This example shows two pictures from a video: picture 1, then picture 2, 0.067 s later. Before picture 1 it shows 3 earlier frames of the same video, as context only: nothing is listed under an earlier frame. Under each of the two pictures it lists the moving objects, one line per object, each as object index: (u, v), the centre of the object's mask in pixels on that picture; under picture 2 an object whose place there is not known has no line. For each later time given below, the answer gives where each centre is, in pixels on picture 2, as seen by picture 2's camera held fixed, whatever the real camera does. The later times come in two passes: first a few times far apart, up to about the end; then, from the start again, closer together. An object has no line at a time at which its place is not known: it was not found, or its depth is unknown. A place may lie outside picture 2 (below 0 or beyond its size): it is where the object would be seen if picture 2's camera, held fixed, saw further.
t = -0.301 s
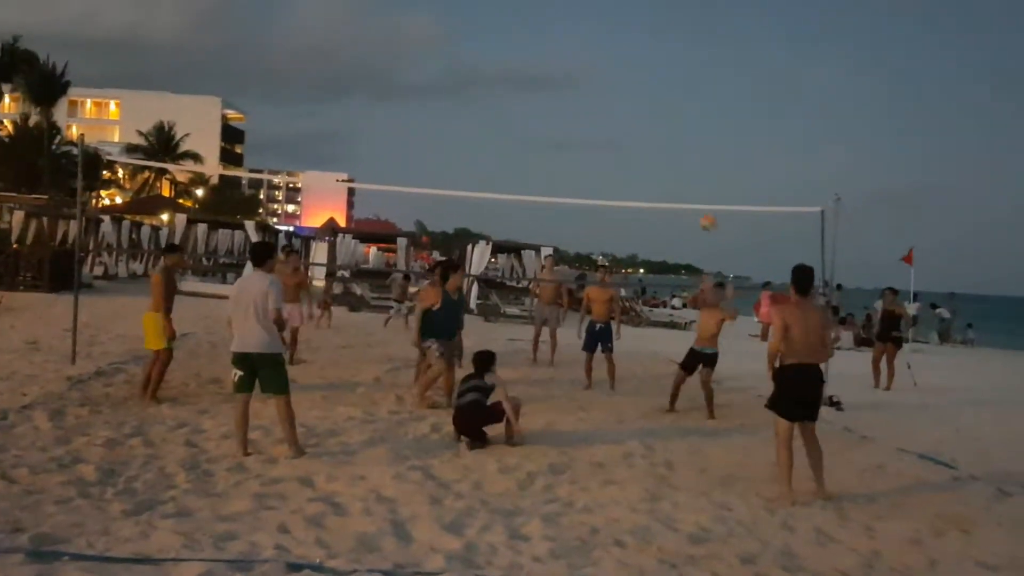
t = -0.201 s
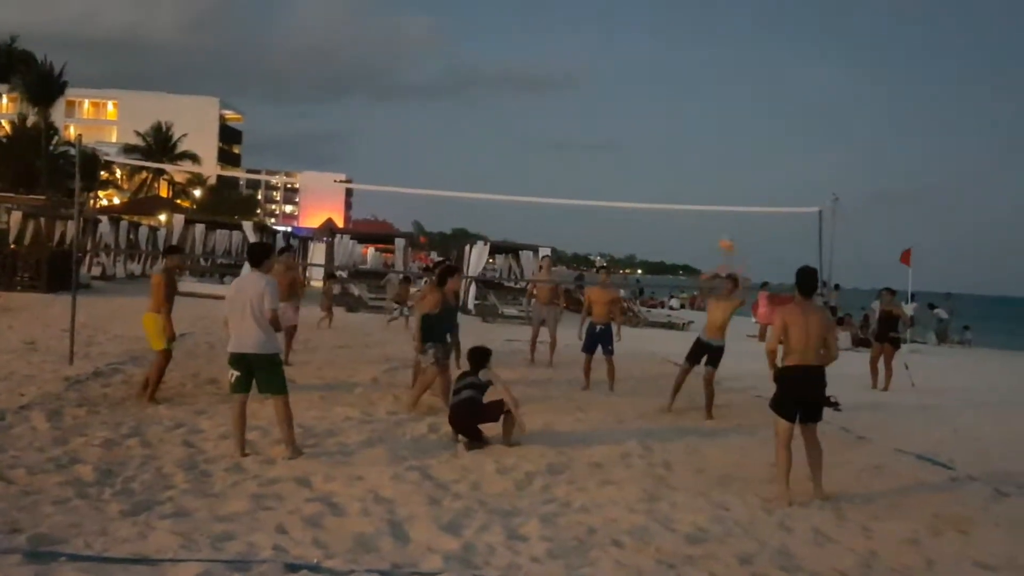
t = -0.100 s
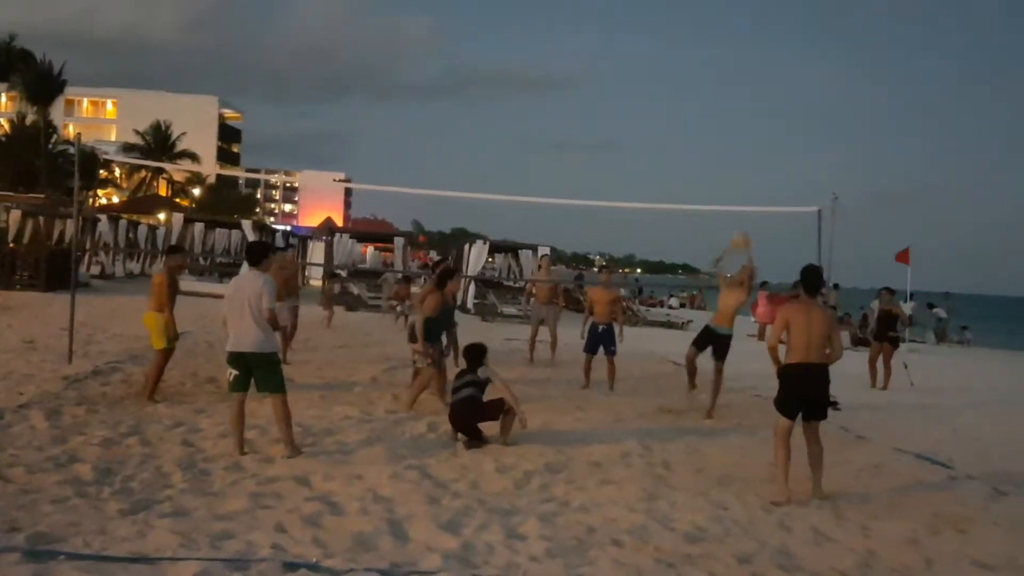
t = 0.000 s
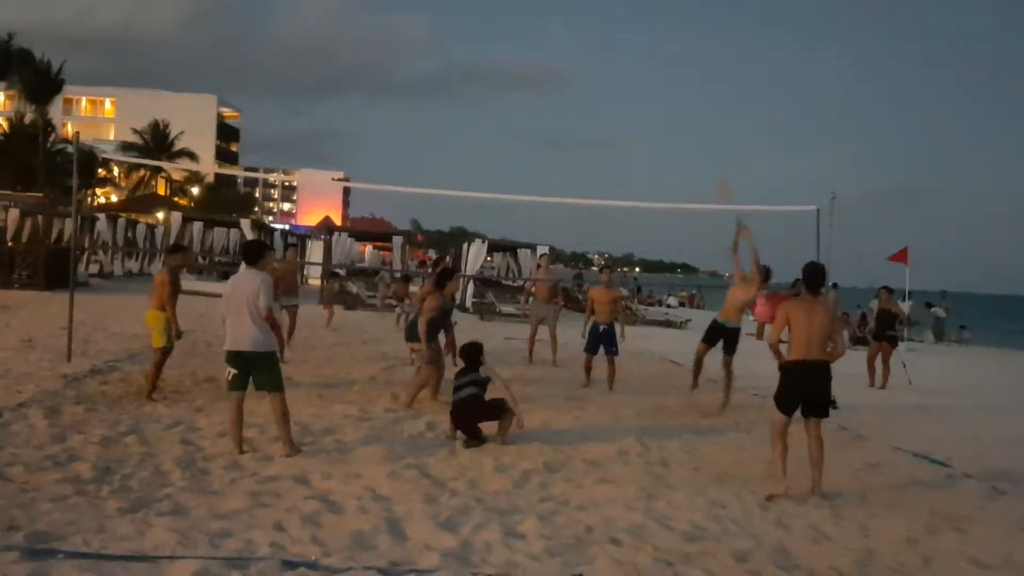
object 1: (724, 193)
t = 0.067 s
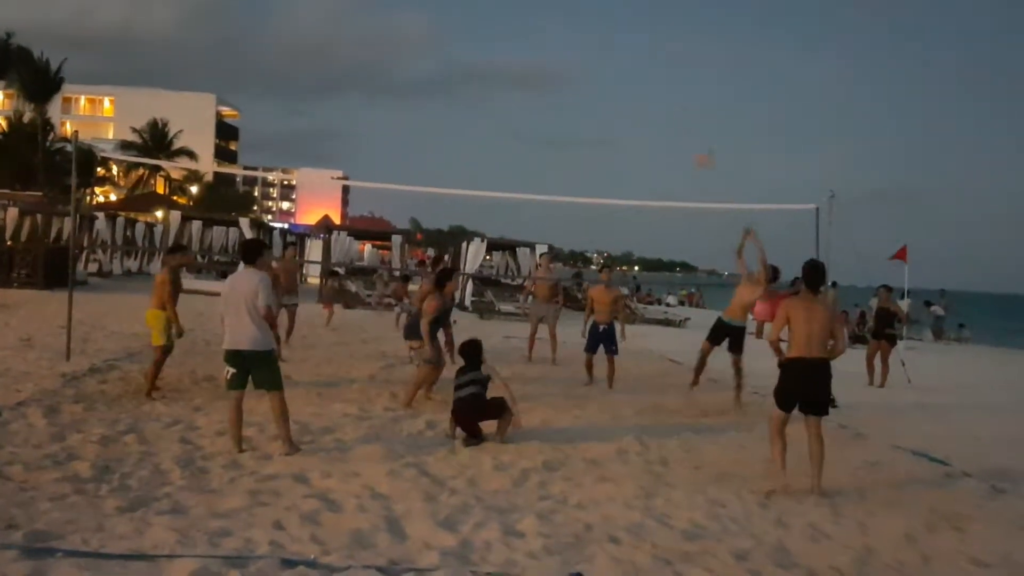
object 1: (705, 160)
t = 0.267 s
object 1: (658, 89)
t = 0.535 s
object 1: (592, 52)
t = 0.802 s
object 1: (524, 79)
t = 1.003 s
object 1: (472, 138)
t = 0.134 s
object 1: (690, 130)
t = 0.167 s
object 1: (683, 119)
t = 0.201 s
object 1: (675, 107)
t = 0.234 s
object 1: (666, 97)
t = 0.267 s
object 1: (658, 89)
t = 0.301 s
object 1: (650, 81)
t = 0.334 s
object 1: (641, 73)
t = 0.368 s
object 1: (634, 67)
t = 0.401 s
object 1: (625, 62)
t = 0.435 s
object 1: (617, 58)
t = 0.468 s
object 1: (609, 55)
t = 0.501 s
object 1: (601, 53)
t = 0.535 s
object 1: (592, 52)
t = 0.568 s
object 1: (584, 53)
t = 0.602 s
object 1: (575, 53)
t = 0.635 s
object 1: (567, 55)
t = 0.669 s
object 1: (559, 57)
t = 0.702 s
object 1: (550, 62)
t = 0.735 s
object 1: (541, 66)
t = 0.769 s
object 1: (533, 72)
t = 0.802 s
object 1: (524, 79)
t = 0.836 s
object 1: (513, 88)
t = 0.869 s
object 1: (505, 95)
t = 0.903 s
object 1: (497, 104)
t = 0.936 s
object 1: (489, 114)
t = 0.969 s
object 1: (481, 127)
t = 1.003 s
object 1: (472, 138)
